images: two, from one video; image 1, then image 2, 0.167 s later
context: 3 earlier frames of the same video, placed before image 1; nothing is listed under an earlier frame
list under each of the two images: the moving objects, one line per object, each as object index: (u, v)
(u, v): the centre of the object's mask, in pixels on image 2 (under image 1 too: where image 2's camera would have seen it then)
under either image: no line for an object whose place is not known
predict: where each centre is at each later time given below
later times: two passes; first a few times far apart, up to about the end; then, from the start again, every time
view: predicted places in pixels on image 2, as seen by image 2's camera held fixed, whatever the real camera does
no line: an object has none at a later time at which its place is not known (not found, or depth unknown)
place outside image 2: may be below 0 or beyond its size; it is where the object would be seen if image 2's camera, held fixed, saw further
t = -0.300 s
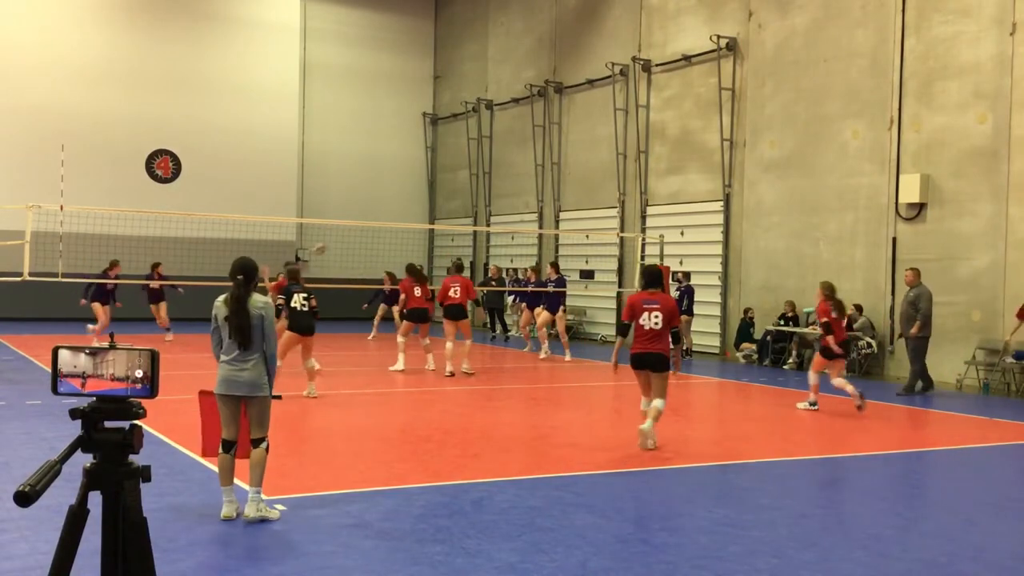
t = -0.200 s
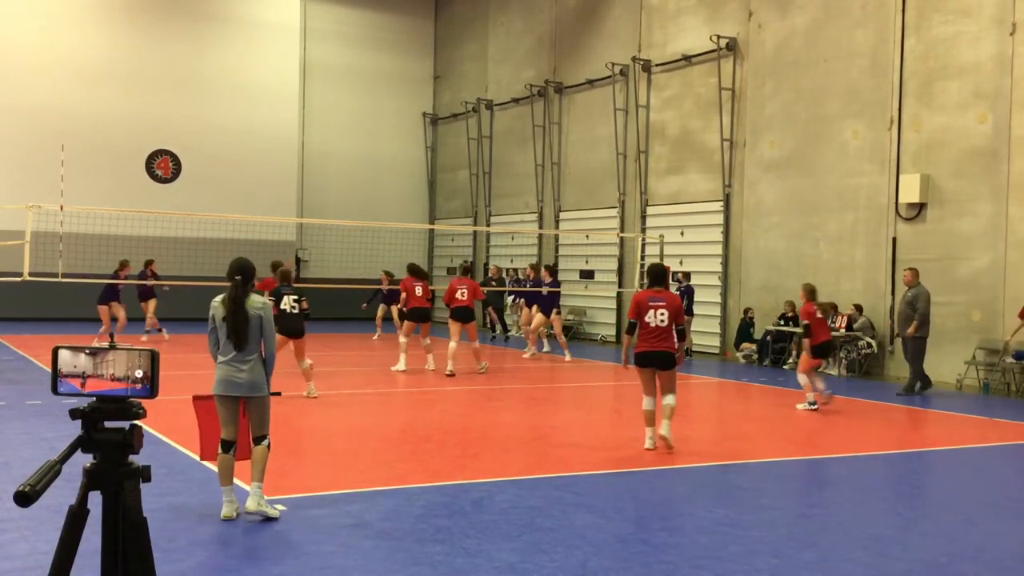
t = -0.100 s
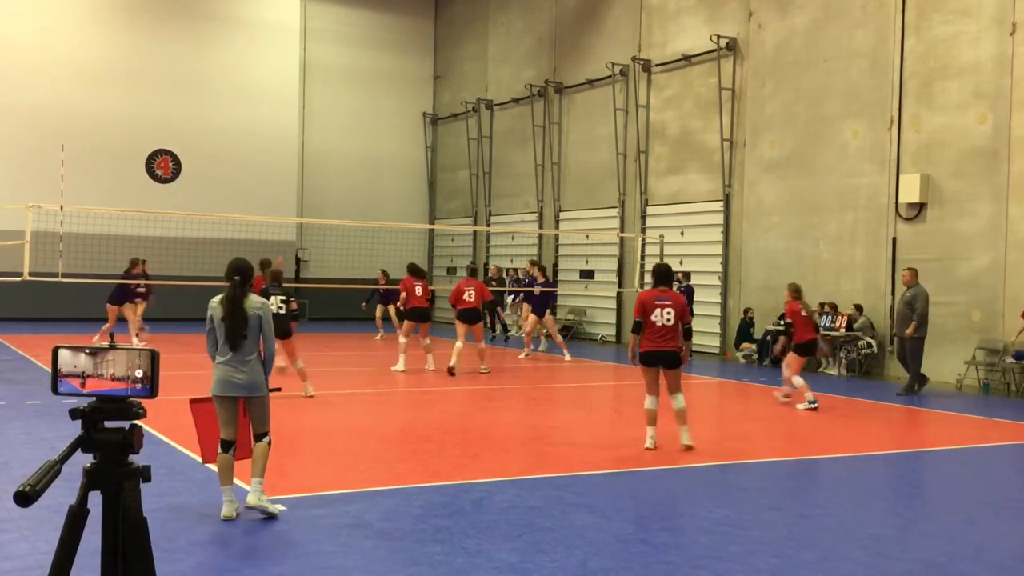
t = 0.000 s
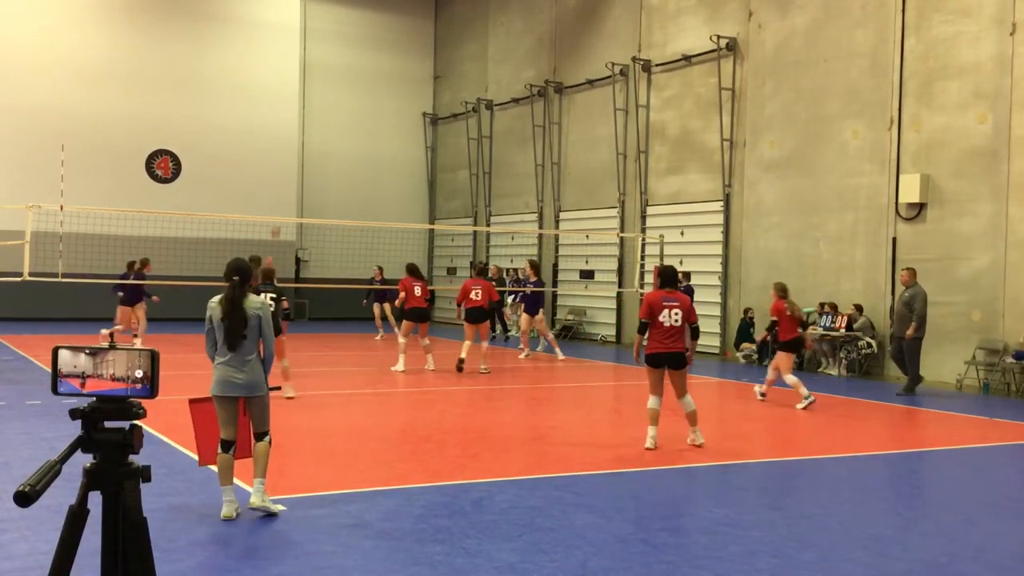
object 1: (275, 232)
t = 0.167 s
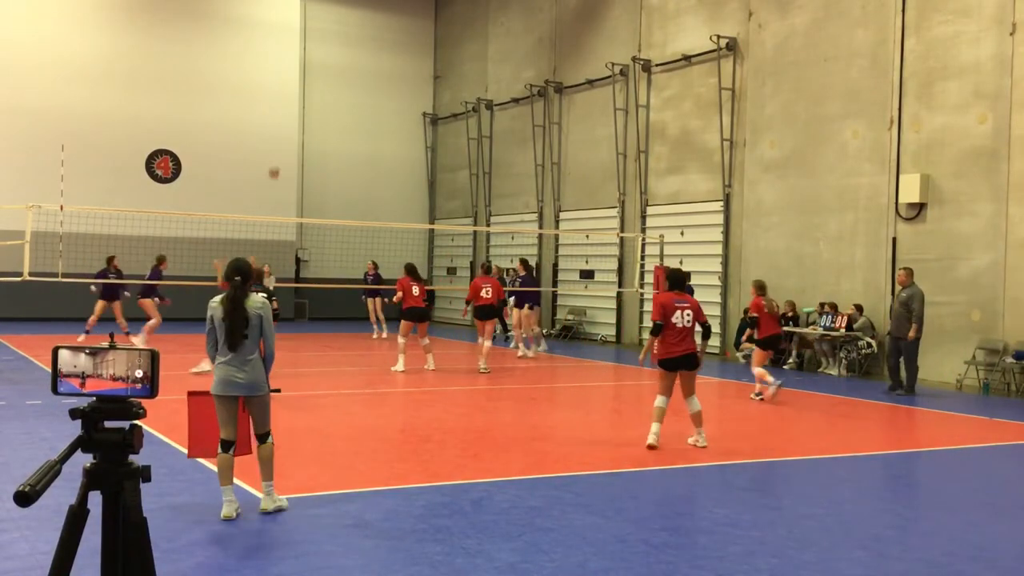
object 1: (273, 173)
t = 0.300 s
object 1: (272, 135)
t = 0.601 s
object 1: (270, 79)
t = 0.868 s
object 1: (266, 66)
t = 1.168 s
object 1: (261, 96)
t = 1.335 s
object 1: (258, 134)
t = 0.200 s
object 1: (273, 162)
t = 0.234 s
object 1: (274, 153)
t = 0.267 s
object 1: (273, 144)
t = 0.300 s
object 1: (272, 135)
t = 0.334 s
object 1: (272, 126)
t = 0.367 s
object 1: (272, 118)
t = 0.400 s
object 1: (272, 111)
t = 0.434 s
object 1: (271, 104)
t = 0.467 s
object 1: (271, 98)
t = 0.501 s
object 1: (271, 92)
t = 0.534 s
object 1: (270, 87)
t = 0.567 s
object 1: (270, 82)
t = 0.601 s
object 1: (270, 79)
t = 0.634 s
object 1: (269, 75)
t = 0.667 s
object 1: (269, 72)
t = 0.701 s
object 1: (268, 69)
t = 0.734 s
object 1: (268, 68)
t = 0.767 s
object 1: (268, 66)
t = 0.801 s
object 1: (267, 66)
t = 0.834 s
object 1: (267, 66)
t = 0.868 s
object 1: (266, 66)
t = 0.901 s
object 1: (266, 67)
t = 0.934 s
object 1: (265, 68)
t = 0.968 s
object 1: (264, 70)
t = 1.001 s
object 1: (264, 74)
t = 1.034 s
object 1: (264, 77)
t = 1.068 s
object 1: (263, 81)
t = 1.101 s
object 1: (262, 85)
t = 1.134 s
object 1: (261, 90)
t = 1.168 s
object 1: (261, 96)
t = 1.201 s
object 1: (260, 103)
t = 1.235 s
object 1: (260, 110)
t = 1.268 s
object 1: (259, 117)
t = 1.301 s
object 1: (259, 125)
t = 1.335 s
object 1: (258, 134)
